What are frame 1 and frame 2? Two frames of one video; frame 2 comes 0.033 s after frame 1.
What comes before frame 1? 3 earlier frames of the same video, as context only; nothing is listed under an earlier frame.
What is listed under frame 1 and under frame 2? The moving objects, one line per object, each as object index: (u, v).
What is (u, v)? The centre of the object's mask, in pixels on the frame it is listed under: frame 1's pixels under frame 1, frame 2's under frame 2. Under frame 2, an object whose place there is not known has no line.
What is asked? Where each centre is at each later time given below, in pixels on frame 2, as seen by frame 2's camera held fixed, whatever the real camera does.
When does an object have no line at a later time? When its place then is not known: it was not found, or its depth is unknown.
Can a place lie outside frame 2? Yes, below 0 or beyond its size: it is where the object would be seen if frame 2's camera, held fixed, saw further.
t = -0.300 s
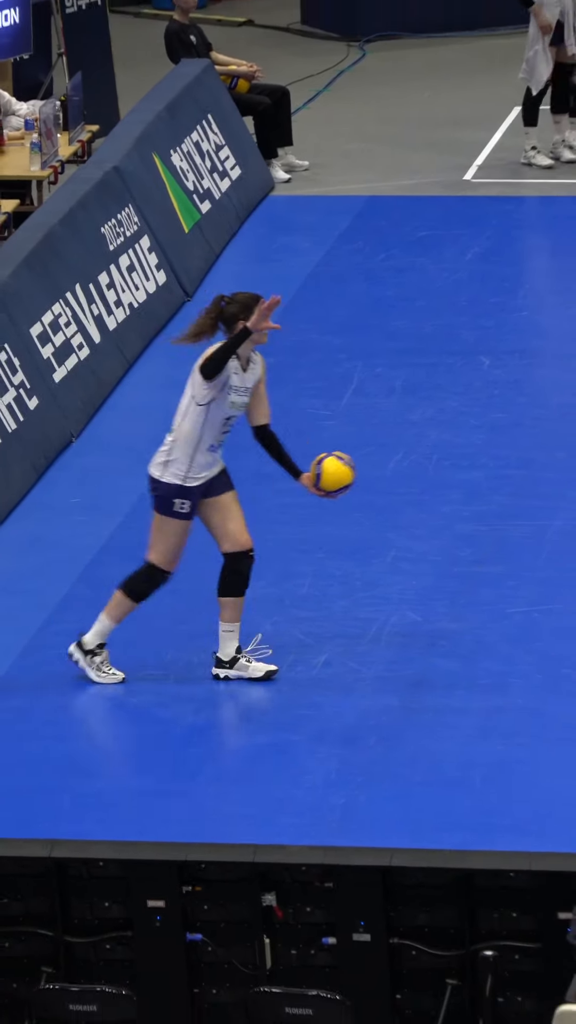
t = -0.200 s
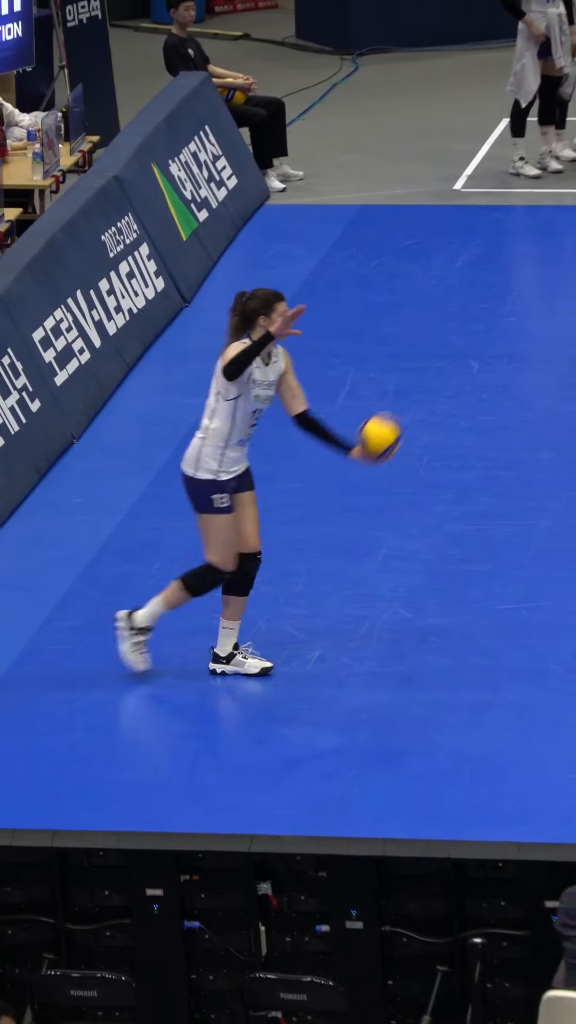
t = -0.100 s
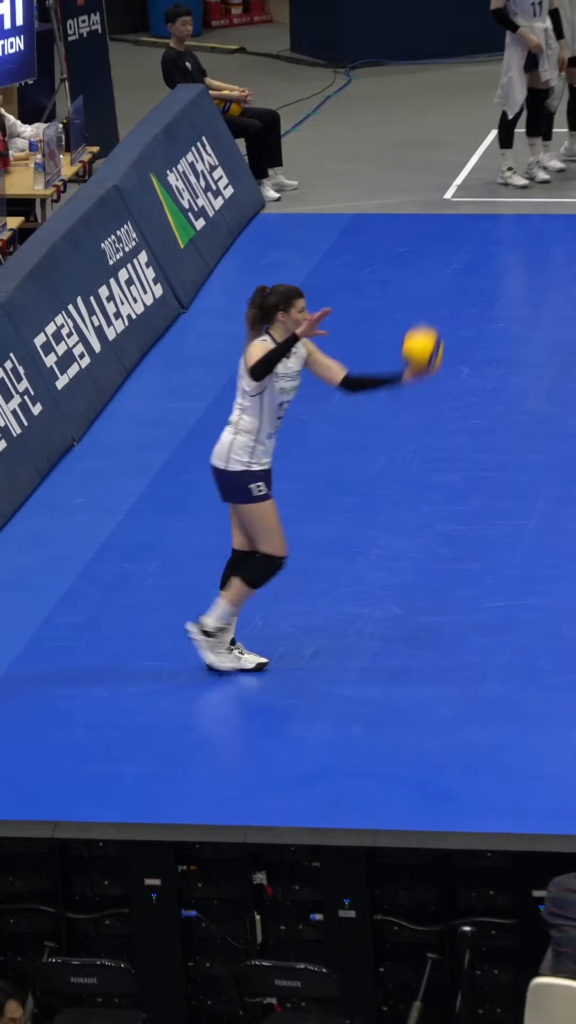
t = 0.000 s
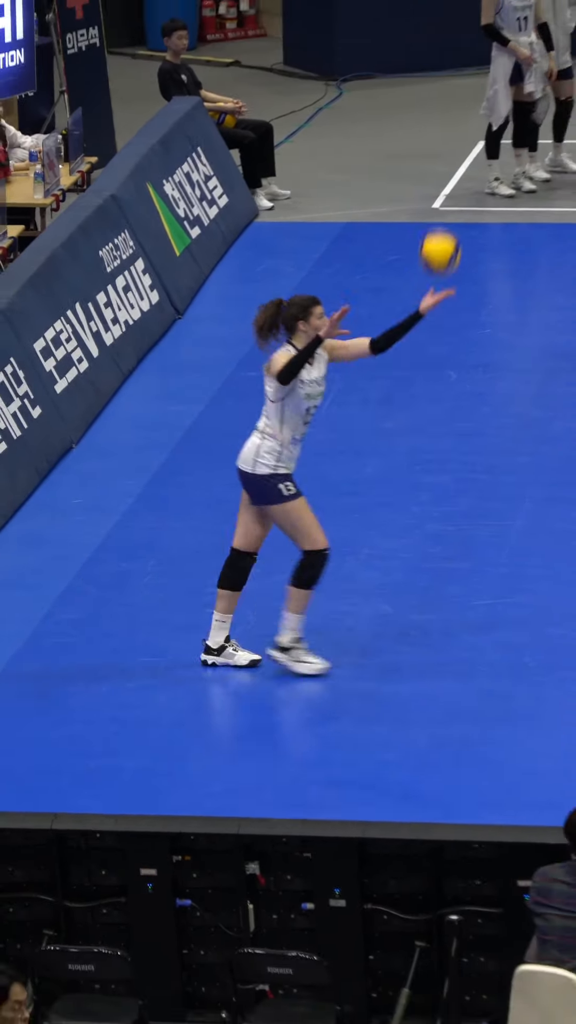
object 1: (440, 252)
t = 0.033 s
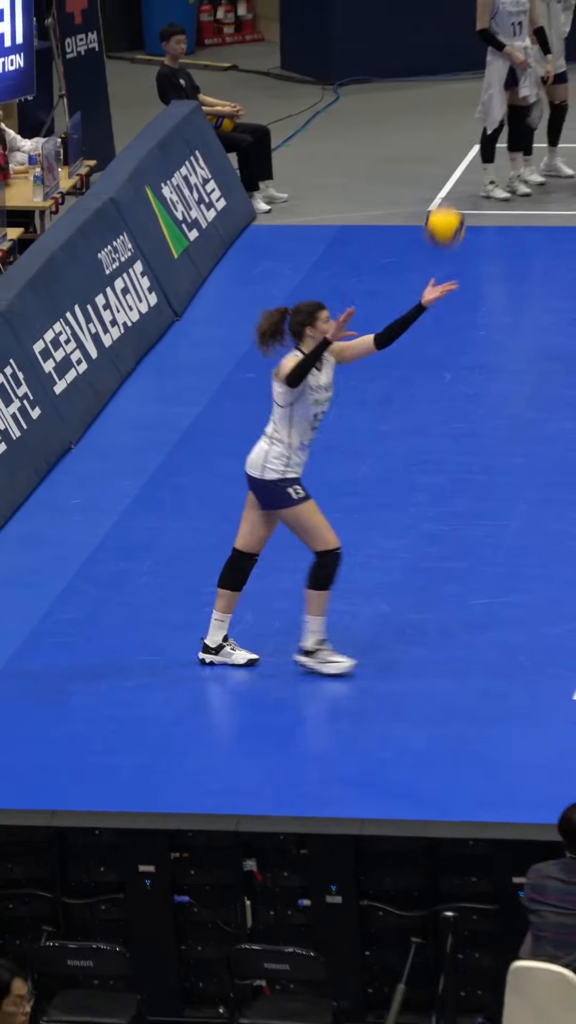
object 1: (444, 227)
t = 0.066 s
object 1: (451, 197)
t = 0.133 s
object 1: (466, 150)
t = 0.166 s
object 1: (471, 128)
